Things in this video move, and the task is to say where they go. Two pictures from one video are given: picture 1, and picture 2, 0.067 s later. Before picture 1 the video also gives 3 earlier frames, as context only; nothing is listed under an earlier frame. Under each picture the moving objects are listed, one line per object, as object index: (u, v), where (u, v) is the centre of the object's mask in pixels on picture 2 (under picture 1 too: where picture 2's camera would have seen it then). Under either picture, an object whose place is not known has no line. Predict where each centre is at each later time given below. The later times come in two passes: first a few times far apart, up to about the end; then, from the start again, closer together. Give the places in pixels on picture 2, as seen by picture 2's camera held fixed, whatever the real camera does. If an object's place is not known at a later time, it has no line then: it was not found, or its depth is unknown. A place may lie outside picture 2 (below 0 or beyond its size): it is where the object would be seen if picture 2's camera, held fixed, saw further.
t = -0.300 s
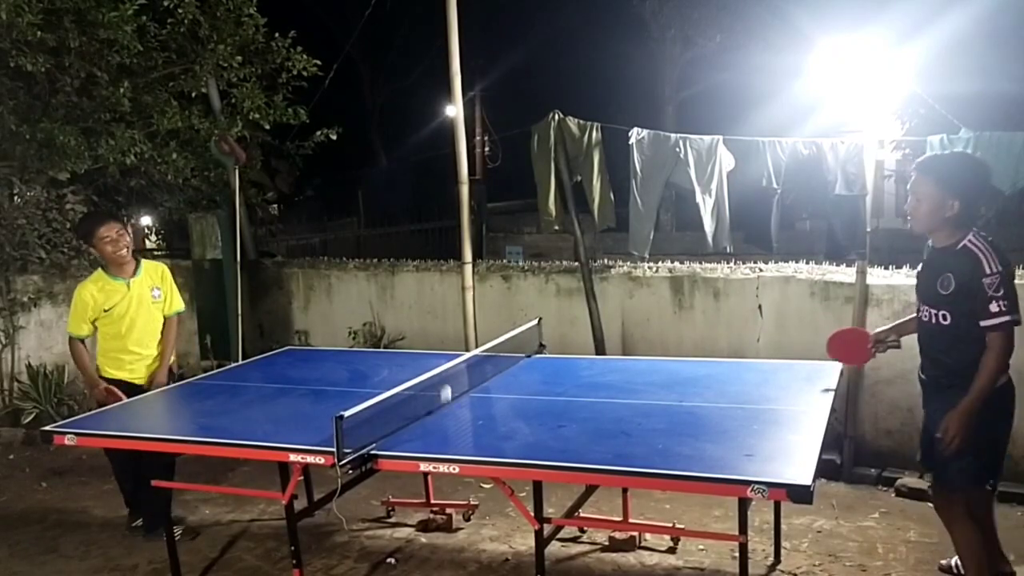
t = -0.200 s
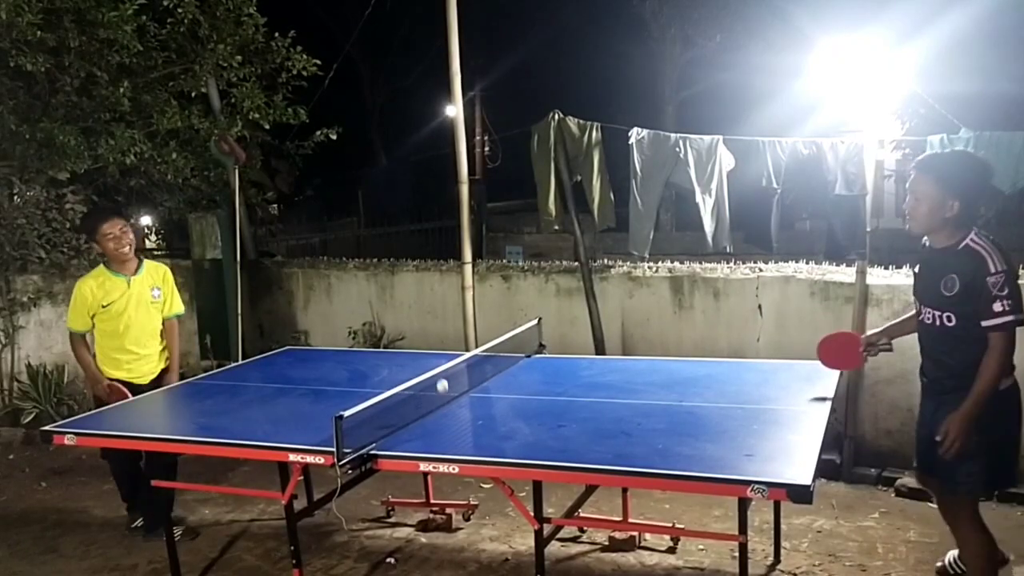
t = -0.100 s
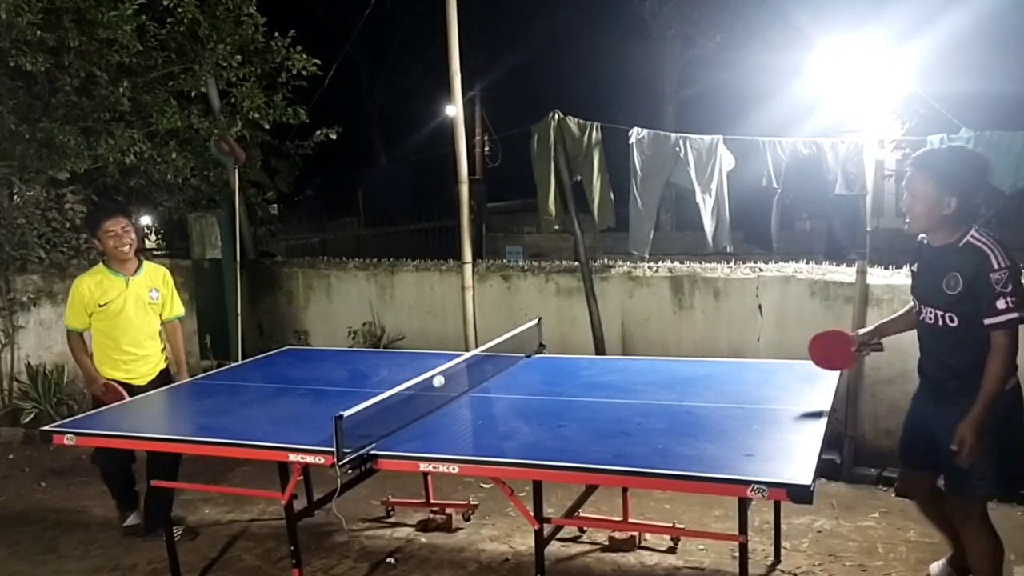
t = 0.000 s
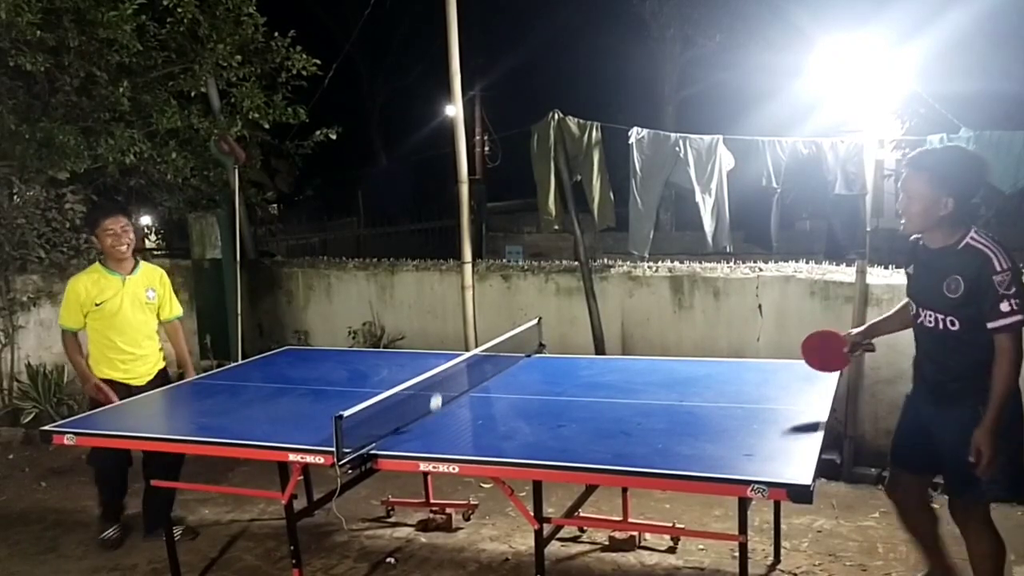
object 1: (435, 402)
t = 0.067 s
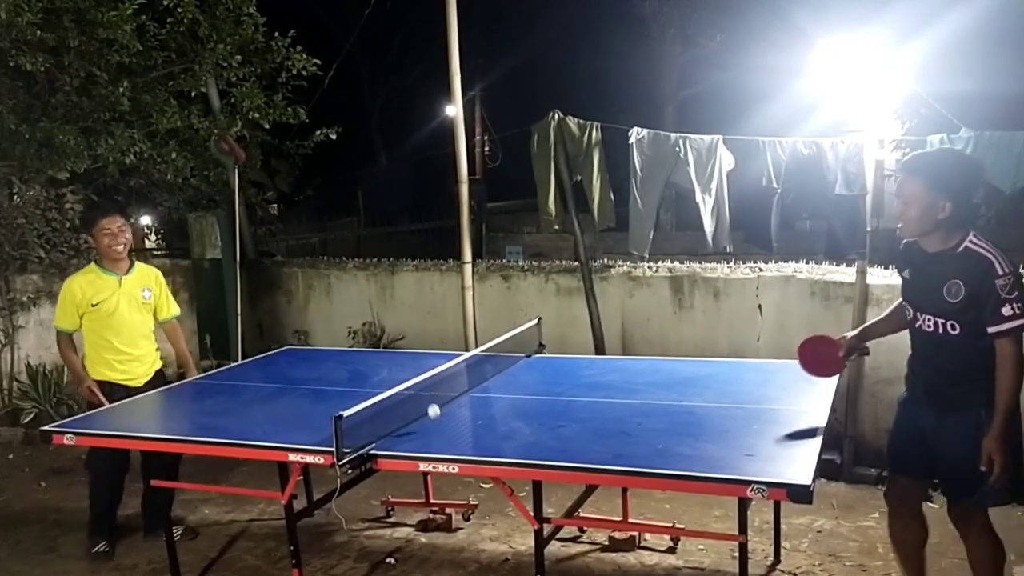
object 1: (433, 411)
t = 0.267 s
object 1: (426, 410)
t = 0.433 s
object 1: (419, 414)
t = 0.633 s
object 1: (412, 440)
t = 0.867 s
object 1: (401, 463)
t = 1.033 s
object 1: (400, 570)
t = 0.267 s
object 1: (426, 410)
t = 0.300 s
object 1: (425, 421)
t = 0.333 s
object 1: (425, 432)
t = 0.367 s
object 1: (423, 424)
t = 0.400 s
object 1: (421, 417)
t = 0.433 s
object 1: (419, 414)
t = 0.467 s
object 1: (418, 413)
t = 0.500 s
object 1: (416, 416)
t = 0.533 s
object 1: (415, 421)
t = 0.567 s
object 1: (414, 430)
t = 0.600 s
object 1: (413, 442)
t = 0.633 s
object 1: (412, 440)
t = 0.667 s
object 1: (410, 433)
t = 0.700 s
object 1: (408, 429)
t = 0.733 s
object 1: (406, 429)
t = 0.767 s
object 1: (405, 432)
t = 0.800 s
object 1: (403, 438)
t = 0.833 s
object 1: (402, 448)
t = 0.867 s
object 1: (401, 463)
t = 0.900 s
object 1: (401, 479)
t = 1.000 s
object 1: (400, 550)
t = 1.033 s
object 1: (400, 570)
